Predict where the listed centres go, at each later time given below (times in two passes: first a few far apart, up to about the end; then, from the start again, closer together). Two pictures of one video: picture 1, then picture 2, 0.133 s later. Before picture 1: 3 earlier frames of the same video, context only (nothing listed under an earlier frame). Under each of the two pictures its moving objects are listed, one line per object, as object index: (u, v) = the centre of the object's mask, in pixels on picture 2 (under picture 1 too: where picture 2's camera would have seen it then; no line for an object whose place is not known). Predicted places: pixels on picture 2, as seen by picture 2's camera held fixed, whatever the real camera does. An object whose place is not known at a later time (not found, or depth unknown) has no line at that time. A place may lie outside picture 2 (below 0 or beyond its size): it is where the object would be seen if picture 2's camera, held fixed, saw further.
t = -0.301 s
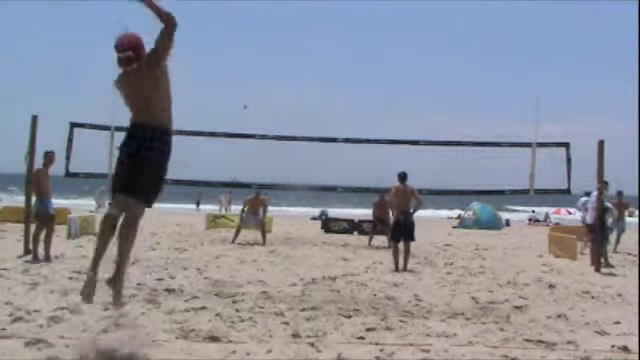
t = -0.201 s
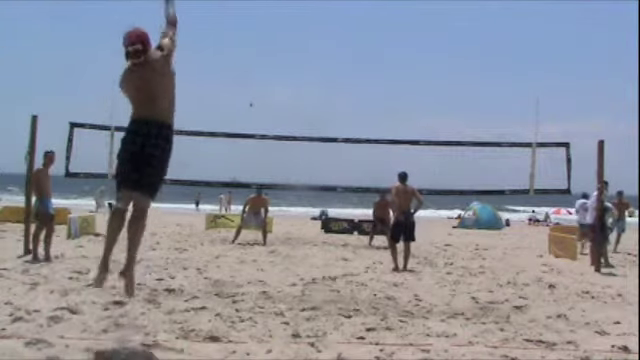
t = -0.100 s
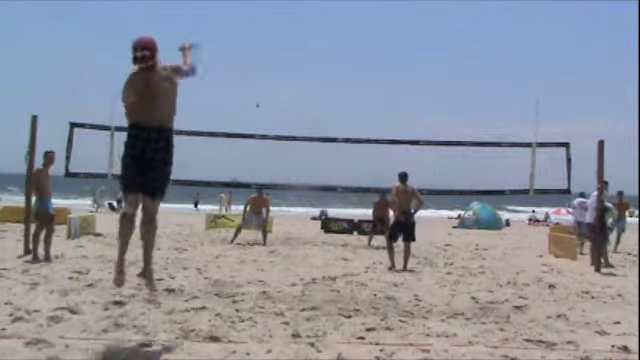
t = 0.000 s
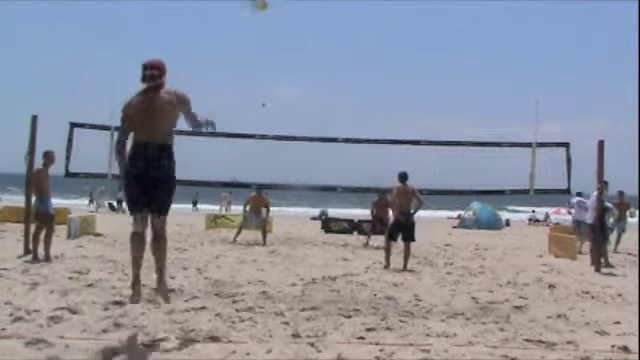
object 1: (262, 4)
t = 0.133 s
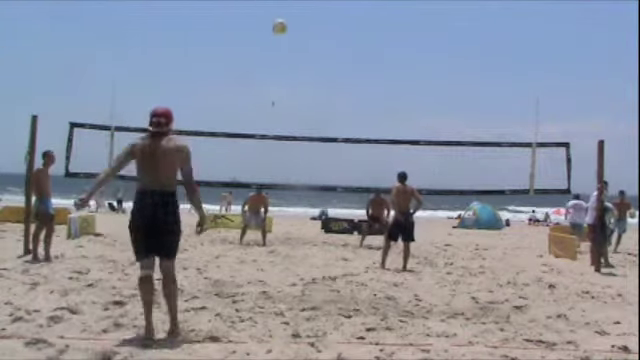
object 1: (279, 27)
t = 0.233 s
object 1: (288, 47)
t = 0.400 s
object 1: (295, 87)
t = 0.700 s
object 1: (295, 168)
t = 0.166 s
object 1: (283, 34)
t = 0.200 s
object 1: (286, 40)
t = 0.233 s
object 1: (288, 47)
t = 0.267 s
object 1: (291, 55)
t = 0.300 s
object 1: (293, 62)
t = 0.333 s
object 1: (293, 70)
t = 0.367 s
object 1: (294, 79)
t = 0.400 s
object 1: (295, 87)
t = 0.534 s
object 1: (296, 121)
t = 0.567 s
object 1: (295, 132)
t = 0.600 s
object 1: (295, 135)
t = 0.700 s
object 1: (295, 168)
